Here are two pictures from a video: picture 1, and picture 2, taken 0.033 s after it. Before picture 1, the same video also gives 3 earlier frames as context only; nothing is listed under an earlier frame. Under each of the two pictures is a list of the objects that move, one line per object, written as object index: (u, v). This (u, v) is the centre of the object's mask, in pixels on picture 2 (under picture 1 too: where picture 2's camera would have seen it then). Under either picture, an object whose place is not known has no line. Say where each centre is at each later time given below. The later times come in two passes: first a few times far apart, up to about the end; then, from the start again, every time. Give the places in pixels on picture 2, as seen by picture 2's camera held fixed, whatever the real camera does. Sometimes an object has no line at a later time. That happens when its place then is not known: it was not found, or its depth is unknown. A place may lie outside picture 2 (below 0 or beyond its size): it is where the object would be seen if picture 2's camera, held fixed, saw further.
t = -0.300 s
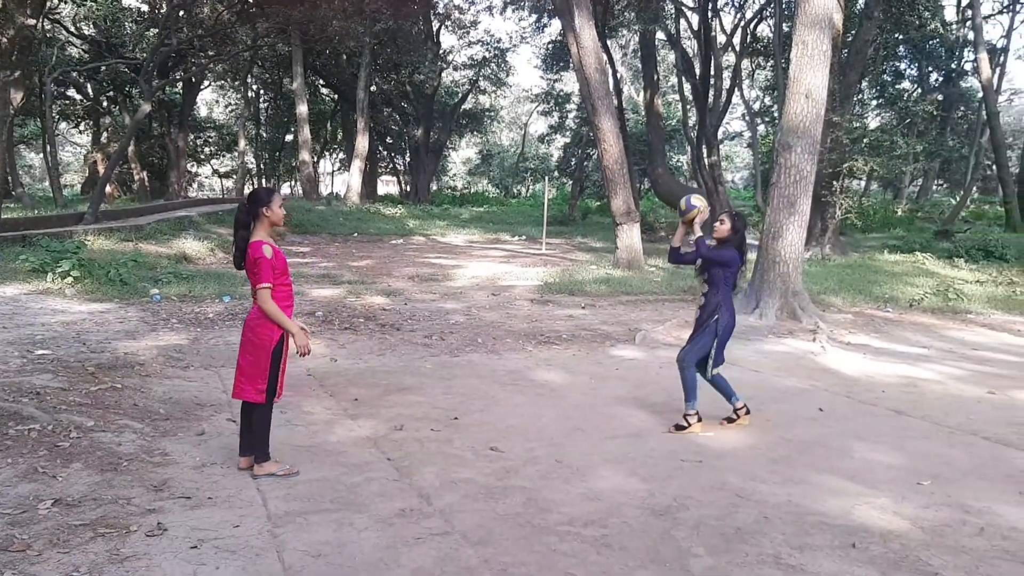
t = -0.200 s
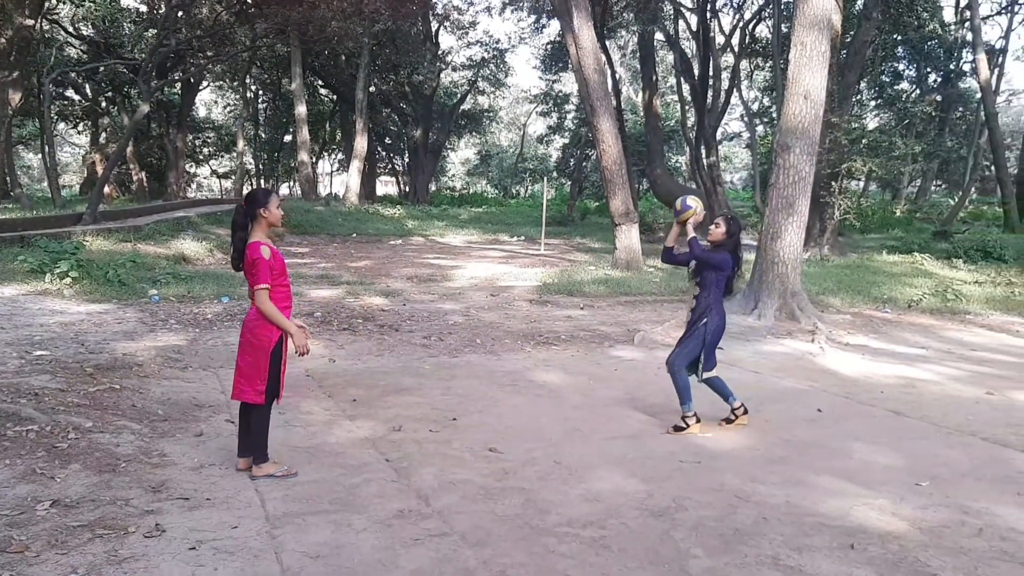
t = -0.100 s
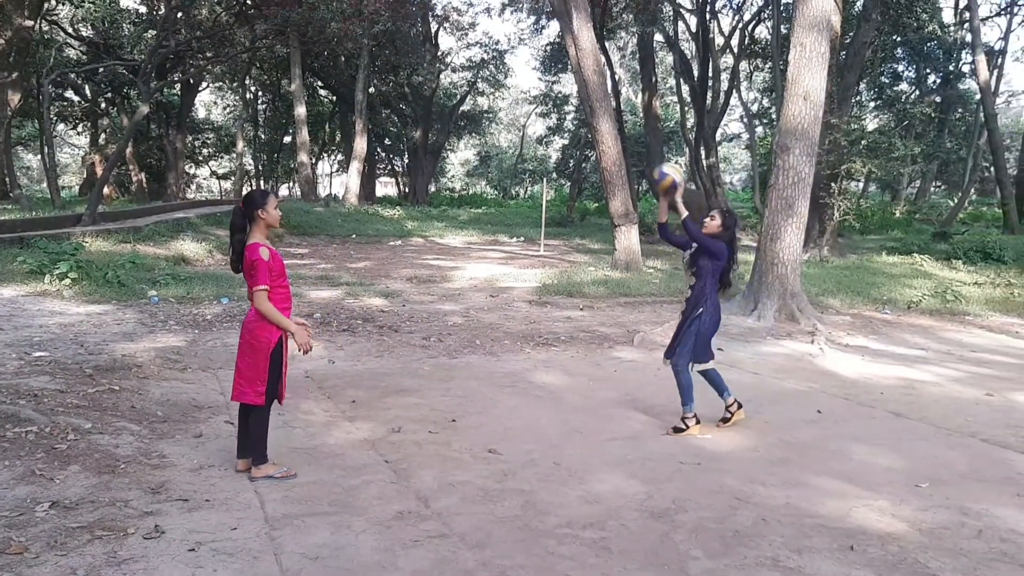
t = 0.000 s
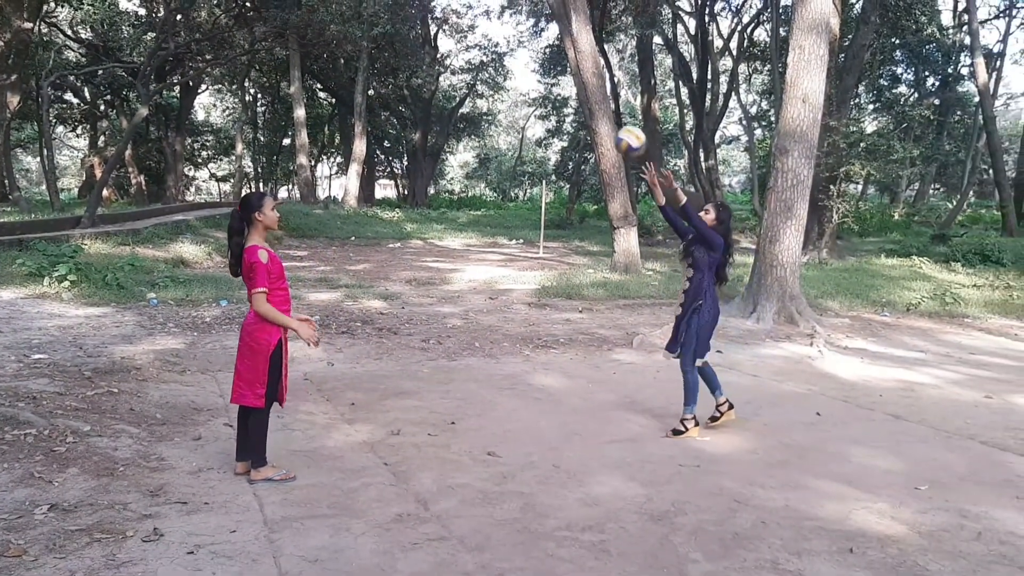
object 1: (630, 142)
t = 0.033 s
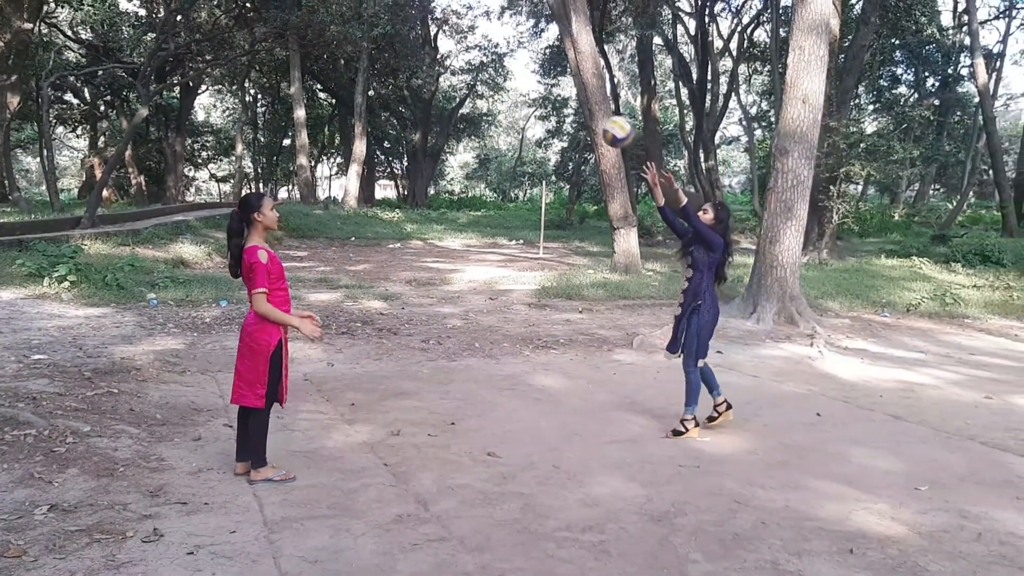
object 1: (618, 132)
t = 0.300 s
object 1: (510, 114)
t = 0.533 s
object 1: (406, 189)
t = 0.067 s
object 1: (605, 123)
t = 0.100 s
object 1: (592, 116)
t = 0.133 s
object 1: (578, 112)
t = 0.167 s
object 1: (565, 108)
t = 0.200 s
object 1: (551, 107)
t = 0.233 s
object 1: (537, 107)
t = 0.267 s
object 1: (523, 109)
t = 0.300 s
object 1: (510, 114)
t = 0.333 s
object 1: (494, 118)
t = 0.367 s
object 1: (480, 125)
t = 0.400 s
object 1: (466, 133)
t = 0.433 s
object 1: (452, 144)
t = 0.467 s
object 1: (436, 157)
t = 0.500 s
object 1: (421, 172)
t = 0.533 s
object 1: (406, 189)
